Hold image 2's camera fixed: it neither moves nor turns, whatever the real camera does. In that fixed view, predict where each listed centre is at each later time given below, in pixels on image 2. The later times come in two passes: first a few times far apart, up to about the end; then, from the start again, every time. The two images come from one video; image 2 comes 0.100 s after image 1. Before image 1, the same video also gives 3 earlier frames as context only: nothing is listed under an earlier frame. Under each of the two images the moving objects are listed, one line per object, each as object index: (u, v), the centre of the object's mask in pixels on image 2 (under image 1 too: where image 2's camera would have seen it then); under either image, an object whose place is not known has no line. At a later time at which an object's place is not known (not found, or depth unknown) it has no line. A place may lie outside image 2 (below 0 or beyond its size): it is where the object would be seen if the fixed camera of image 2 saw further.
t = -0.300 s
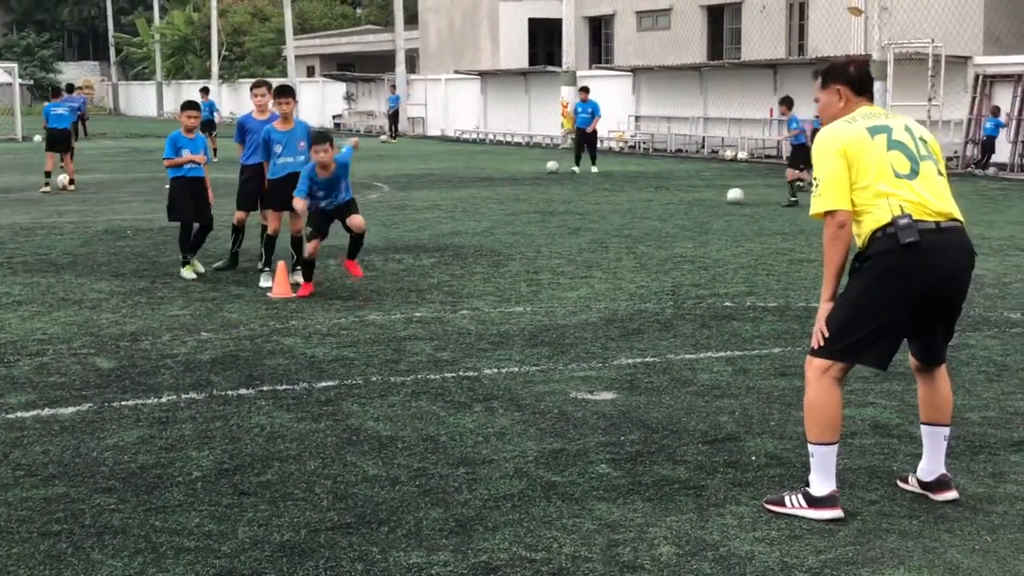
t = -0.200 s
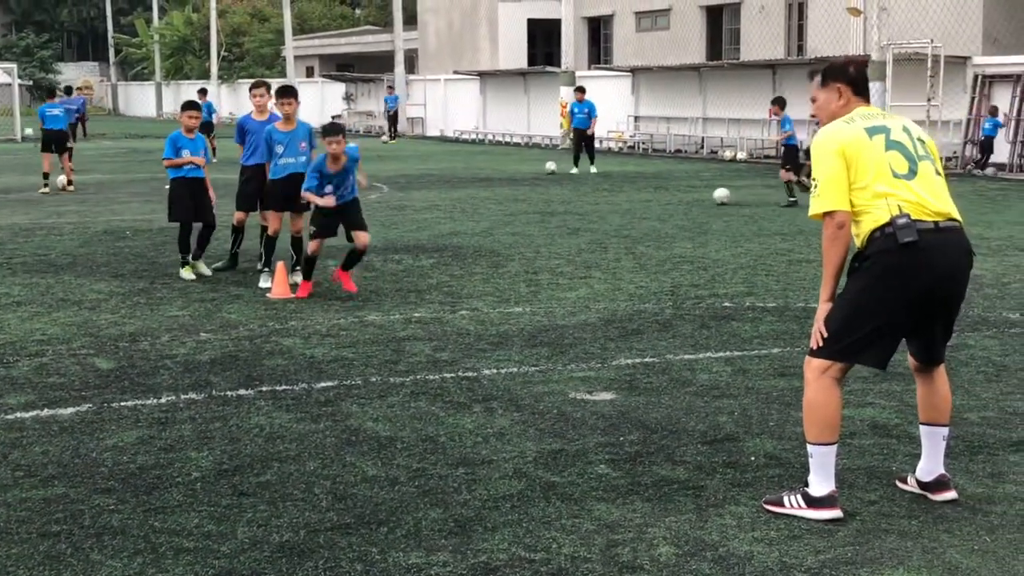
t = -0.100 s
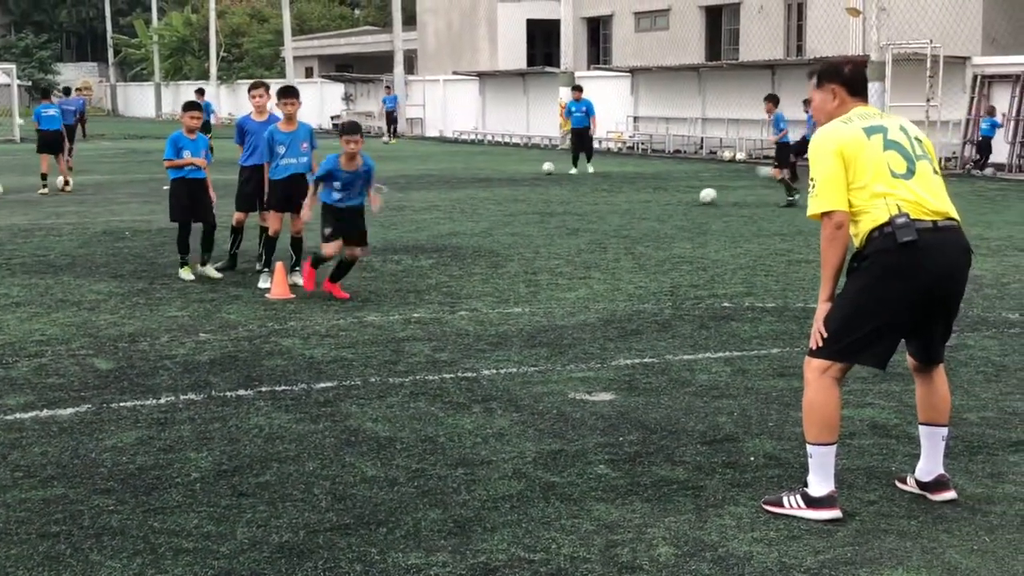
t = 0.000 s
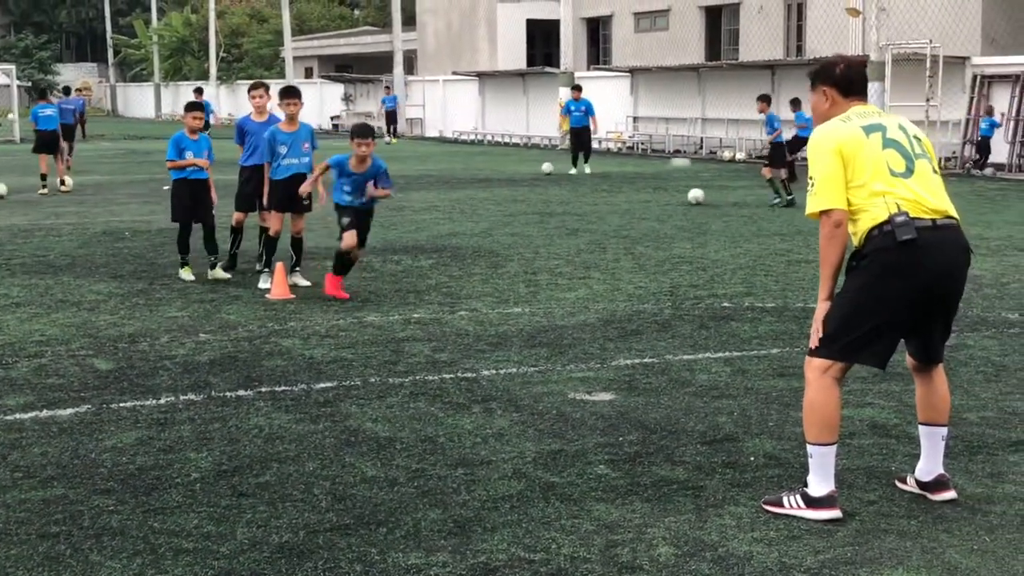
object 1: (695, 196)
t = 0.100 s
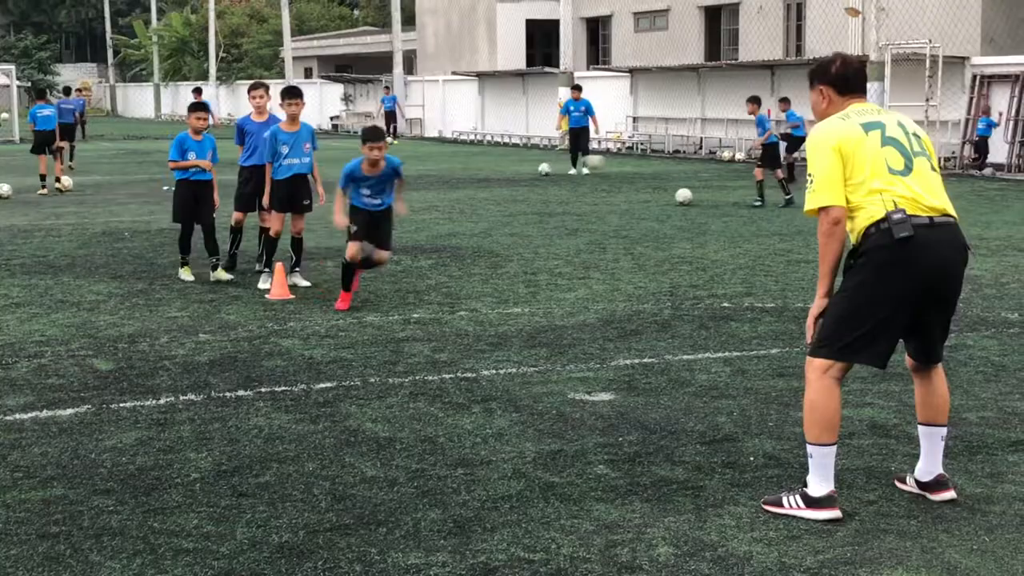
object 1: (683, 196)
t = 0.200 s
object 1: (672, 196)
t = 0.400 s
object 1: (649, 197)
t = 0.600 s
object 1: (628, 198)
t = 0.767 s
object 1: (611, 198)
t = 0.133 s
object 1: (679, 196)
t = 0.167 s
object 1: (676, 196)
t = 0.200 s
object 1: (672, 196)
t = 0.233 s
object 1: (668, 196)
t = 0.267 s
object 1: (664, 197)
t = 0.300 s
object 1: (660, 197)
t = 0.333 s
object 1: (657, 197)
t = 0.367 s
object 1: (653, 197)
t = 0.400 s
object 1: (649, 197)
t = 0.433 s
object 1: (645, 197)
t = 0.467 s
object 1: (642, 197)
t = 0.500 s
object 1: (638, 197)
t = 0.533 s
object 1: (635, 197)
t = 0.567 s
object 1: (631, 198)
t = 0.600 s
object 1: (628, 198)
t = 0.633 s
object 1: (624, 198)
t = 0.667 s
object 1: (620, 197)
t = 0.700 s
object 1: (617, 198)
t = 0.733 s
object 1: (614, 198)
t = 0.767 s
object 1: (611, 198)
